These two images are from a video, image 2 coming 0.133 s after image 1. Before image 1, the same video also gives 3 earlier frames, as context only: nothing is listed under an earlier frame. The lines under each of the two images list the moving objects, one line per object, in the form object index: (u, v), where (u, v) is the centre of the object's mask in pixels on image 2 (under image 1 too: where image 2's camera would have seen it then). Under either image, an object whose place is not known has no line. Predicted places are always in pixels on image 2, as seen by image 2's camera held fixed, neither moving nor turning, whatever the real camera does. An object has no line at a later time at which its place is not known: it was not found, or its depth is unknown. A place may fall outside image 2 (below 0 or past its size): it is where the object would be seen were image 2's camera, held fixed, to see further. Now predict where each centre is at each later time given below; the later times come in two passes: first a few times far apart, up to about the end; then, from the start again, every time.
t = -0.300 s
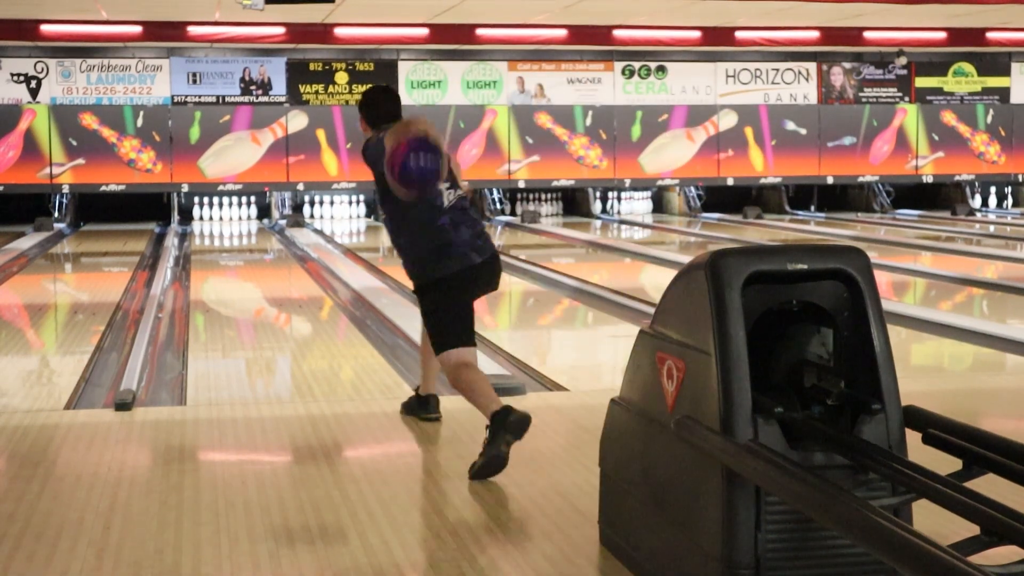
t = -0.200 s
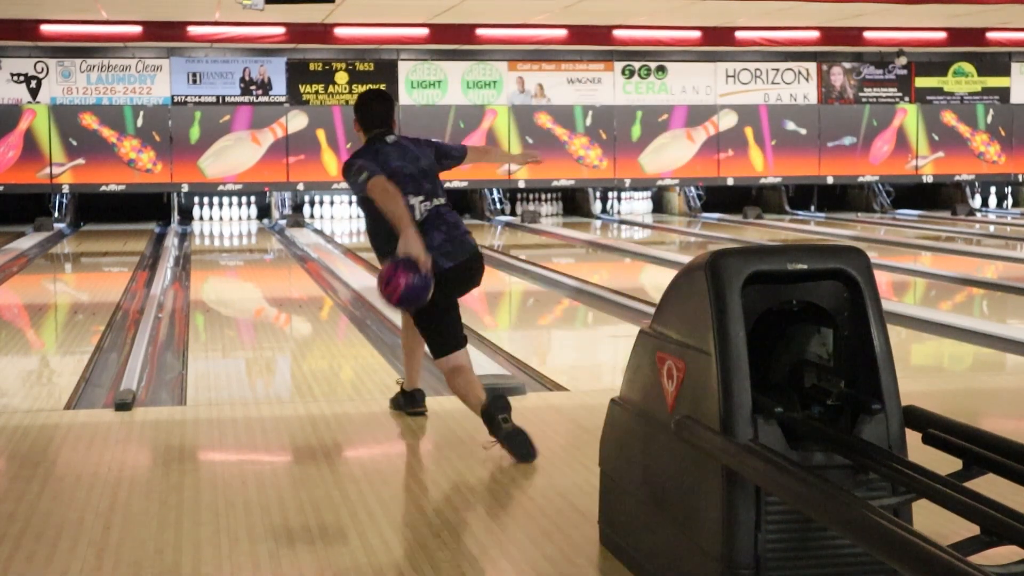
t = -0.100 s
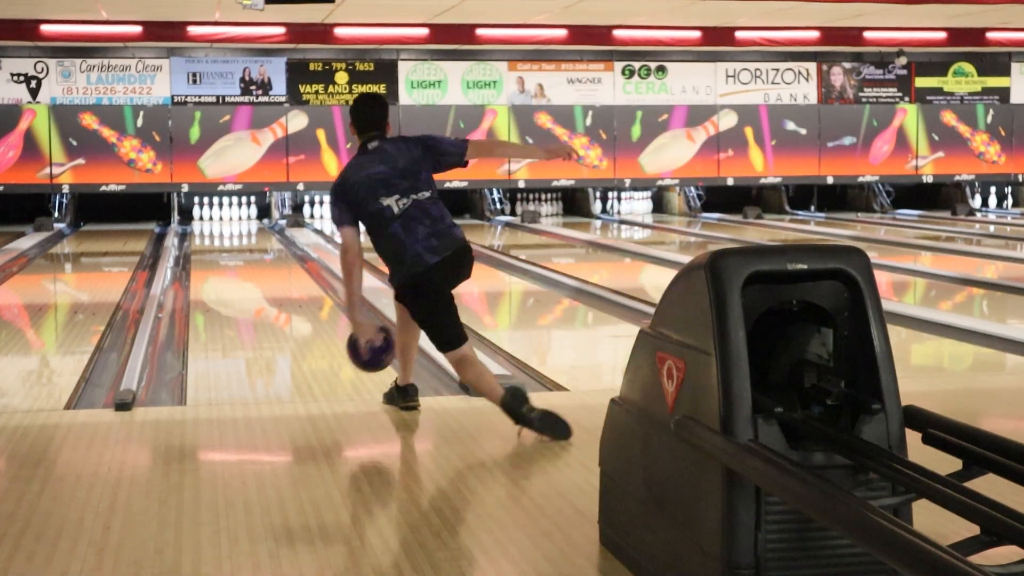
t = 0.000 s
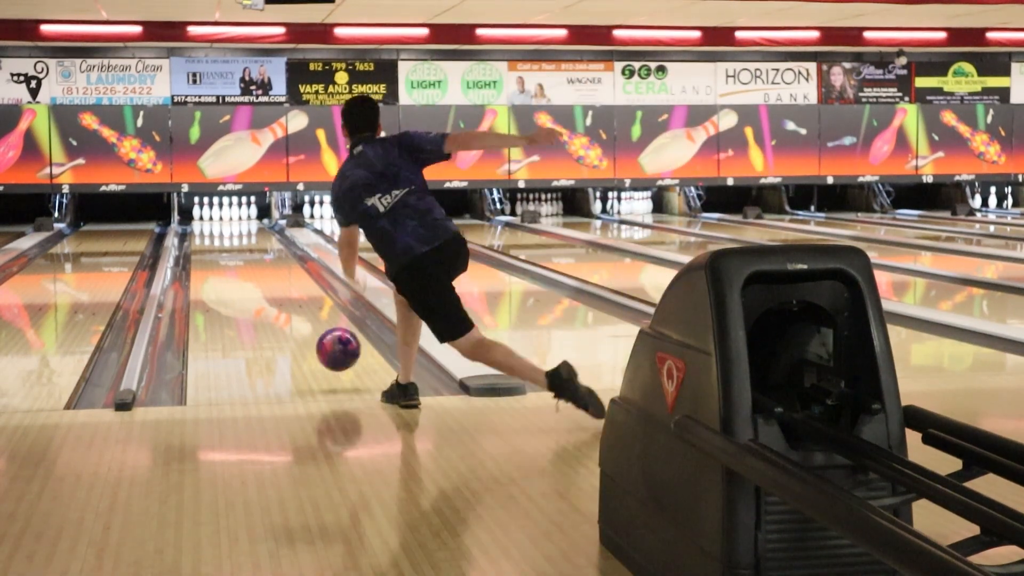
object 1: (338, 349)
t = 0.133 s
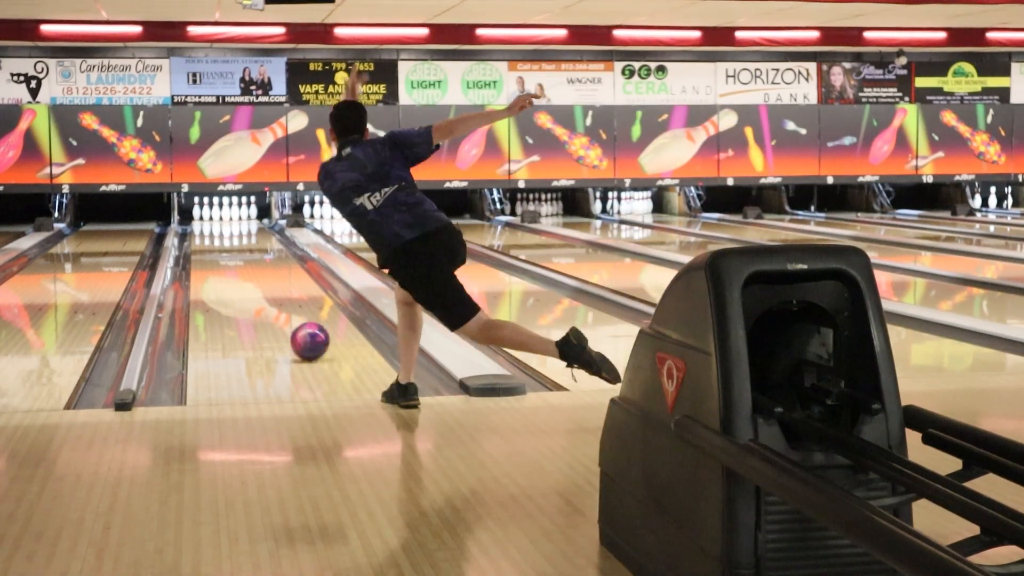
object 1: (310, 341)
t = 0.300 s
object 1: (283, 317)
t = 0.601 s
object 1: (250, 285)
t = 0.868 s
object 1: (231, 265)
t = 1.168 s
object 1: (216, 249)
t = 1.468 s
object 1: (207, 237)
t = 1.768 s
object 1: (203, 227)
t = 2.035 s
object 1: (208, 221)
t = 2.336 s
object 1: (218, 215)
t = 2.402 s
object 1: (218, 215)
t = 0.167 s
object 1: (304, 336)
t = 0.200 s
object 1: (298, 331)
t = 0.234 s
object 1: (293, 326)
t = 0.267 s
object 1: (288, 321)
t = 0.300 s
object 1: (283, 317)
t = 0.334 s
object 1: (278, 312)
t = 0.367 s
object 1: (274, 308)
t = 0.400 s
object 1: (270, 304)
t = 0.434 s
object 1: (266, 301)
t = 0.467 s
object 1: (263, 297)
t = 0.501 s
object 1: (260, 294)
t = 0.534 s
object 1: (256, 291)
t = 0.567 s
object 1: (253, 288)
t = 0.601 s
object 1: (250, 285)
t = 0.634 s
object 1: (247, 282)
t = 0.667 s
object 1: (244, 279)
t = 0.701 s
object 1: (242, 277)
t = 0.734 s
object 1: (240, 274)
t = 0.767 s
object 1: (237, 272)
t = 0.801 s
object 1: (235, 269)
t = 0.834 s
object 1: (233, 267)
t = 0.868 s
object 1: (231, 265)
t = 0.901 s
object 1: (229, 263)
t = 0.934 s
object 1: (227, 261)
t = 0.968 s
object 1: (225, 259)
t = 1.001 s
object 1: (224, 258)
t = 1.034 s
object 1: (222, 256)
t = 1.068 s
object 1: (221, 254)
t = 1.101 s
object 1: (219, 252)
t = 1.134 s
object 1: (218, 250)
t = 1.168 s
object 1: (216, 249)
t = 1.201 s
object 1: (215, 248)
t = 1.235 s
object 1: (214, 246)
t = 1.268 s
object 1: (212, 244)
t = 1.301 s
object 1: (211, 243)
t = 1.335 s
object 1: (210, 242)
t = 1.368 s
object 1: (209, 240)
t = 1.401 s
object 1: (208, 239)
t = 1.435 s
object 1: (207, 238)
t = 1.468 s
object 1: (207, 237)
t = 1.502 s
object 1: (206, 236)
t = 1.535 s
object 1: (205, 234)
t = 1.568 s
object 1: (205, 234)
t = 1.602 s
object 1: (204, 232)
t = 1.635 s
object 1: (204, 231)
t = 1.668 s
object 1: (204, 230)
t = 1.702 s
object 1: (203, 230)
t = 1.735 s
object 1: (203, 229)
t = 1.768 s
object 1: (203, 227)
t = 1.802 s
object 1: (203, 226)
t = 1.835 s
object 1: (204, 226)
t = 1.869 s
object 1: (204, 225)
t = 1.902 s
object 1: (205, 224)
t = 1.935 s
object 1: (205, 223)
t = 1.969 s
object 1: (206, 223)
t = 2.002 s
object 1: (207, 222)
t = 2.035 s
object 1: (208, 221)
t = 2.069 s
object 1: (209, 220)
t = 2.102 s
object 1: (210, 220)
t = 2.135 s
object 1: (212, 219)
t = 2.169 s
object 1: (214, 219)
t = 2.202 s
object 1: (215, 218)
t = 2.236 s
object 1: (216, 217)
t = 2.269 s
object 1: (217, 216)
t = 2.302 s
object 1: (219, 217)
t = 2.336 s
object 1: (218, 215)
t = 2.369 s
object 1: (218, 215)
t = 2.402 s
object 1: (218, 215)
